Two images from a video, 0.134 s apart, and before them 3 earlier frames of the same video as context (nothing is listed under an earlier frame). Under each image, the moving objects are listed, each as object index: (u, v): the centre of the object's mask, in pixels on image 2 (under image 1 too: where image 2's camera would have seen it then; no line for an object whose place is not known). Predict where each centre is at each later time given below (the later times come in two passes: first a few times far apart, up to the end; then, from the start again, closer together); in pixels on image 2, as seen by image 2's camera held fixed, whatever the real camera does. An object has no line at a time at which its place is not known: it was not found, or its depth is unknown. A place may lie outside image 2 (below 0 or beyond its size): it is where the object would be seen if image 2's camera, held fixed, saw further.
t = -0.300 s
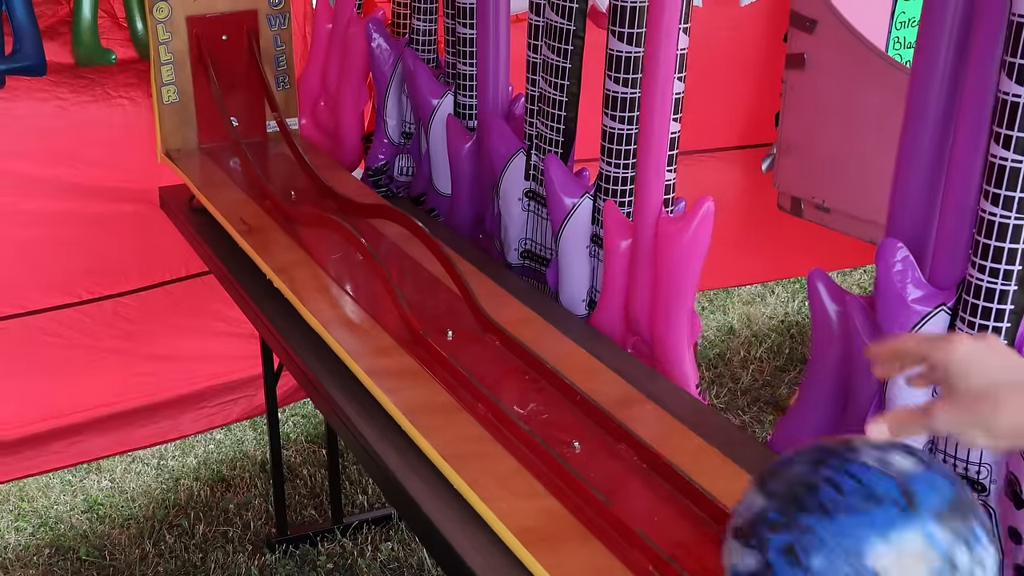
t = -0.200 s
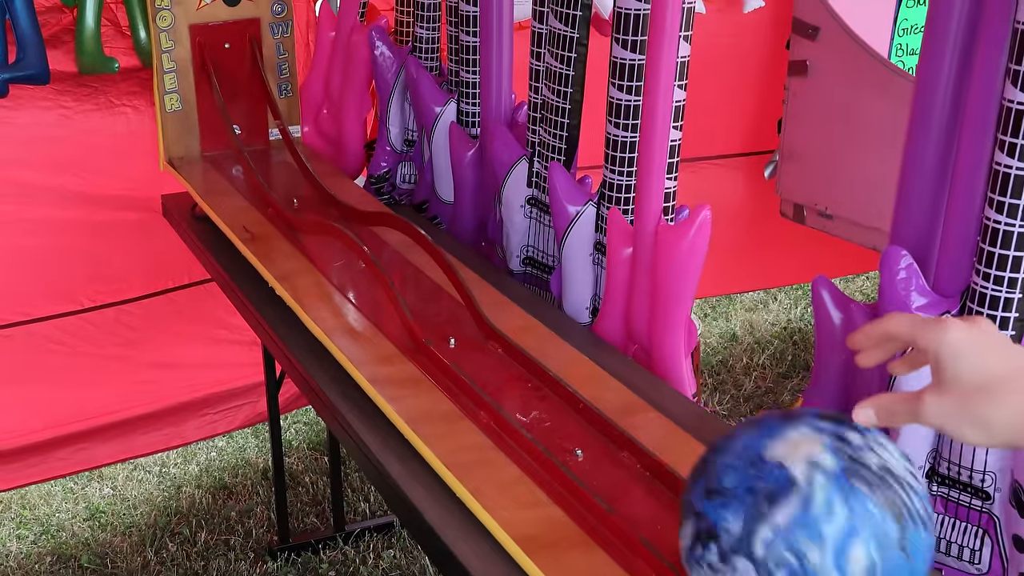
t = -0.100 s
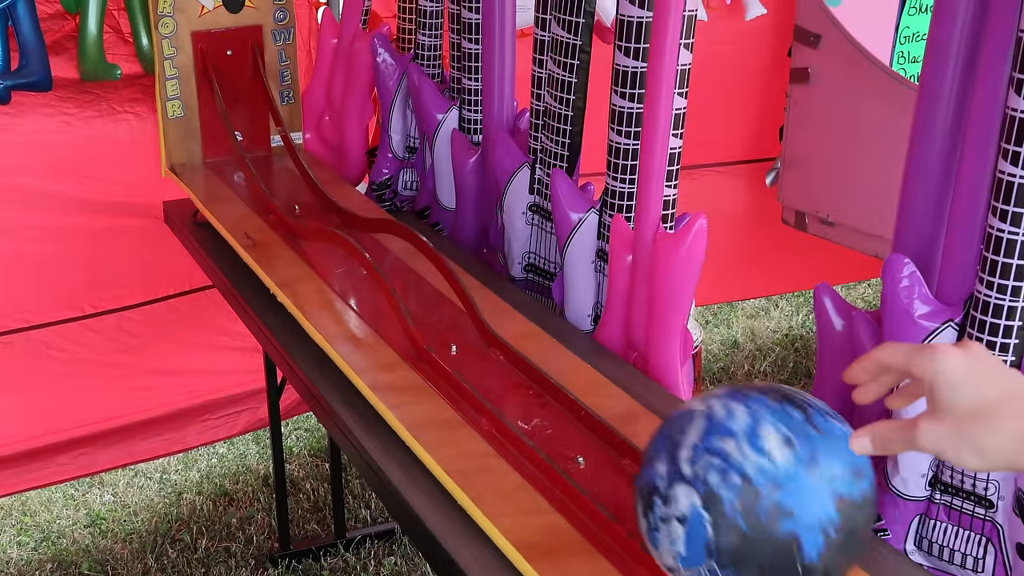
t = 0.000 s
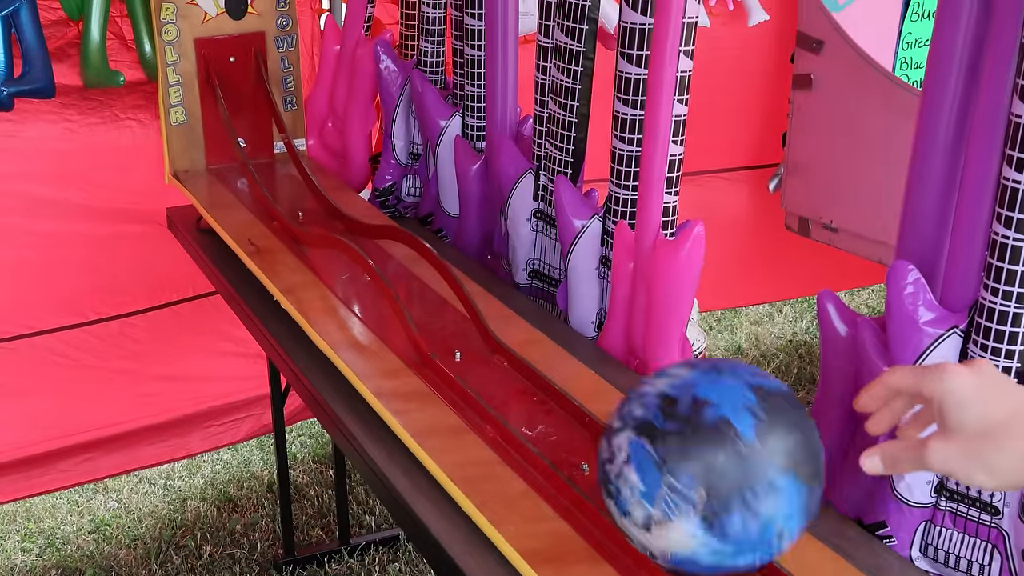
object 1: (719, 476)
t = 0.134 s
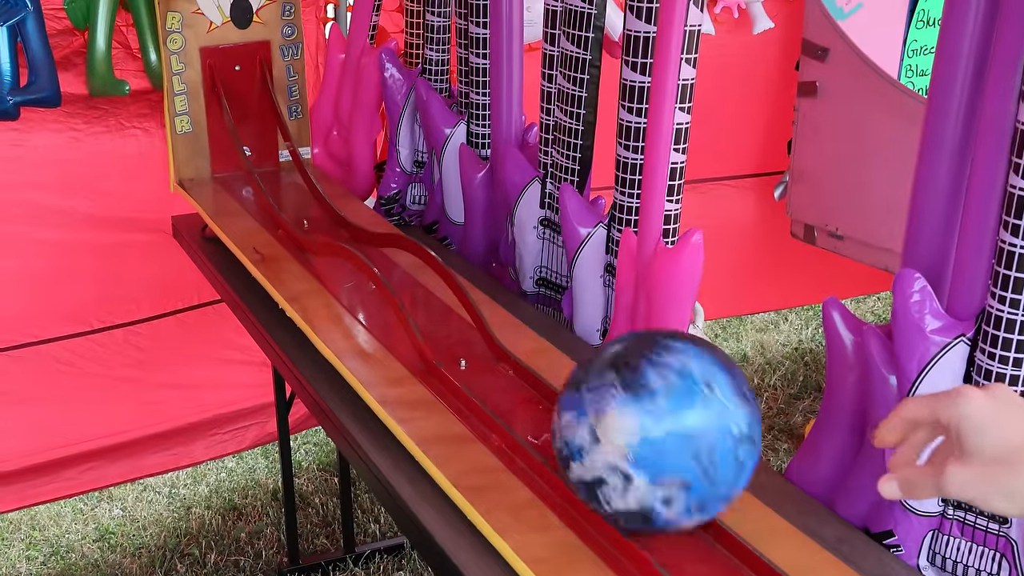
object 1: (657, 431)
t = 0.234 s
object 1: (615, 400)
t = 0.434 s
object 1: (540, 347)
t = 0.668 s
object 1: (472, 292)
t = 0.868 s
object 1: (435, 238)
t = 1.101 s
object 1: (413, 211)
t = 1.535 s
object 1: (403, 200)
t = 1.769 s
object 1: (406, 203)
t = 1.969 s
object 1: (413, 211)
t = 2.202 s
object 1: (433, 236)
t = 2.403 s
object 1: (470, 292)
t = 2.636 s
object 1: (536, 343)
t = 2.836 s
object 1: (605, 394)
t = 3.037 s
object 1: (683, 454)
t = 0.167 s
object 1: (643, 420)
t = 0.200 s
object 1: (628, 410)
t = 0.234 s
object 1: (615, 400)
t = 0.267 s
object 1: (602, 390)
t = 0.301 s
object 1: (586, 380)
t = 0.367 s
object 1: (564, 364)
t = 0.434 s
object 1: (540, 347)
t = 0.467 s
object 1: (531, 338)
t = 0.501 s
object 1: (521, 330)
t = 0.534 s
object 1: (510, 323)
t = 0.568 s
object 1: (499, 315)
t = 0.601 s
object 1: (490, 308)
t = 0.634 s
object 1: (482, 300)
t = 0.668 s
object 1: (472, 292)
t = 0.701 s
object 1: (464, 282)
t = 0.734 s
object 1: (456, 271)
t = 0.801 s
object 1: (443, 251)
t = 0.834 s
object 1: (438, 244)
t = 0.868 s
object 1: (435, 238)
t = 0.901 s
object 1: (431, 231)
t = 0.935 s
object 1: (427, 227)
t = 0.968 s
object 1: (423, 223)
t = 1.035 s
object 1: (418, 216)
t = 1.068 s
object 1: (416, 214)
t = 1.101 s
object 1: (413, 211)
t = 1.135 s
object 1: (411, 209)
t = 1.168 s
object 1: (410, 208)
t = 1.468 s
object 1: (403, 200)
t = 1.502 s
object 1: (403, 200)
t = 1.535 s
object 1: (403, 200)
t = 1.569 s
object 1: (403, 200)
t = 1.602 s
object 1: (403, 201)
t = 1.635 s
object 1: (403, 201)
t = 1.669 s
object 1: (404, 201)
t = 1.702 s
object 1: (404, 202)
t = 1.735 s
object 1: (405, 202)
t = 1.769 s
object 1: (406, 203)
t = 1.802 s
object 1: (407, 204)
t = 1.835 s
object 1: (408, 205)
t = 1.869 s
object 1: (409, 206)
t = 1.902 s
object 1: (410, 208)
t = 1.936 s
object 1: (411, 209)
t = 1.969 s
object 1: (413, 211)
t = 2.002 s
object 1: (415, 213)
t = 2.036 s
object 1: (417, 216)
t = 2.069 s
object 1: (420, 218)
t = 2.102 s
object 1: (423, 222)
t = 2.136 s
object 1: (426, 225)
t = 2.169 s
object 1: (430, 230)
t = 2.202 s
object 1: (433, 236)
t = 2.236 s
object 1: (438, 242)
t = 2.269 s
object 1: (443, 249)
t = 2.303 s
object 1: (449, 257)
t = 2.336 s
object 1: (455, 267)
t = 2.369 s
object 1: (462, 280)
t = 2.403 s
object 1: (470, 292)
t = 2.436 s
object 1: (479, 299)
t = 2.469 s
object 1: (488, 305)
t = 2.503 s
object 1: (497, 312)
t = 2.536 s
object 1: (507, 321)
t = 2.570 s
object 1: (517, 328)
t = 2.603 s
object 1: (527, 335)
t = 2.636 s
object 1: (536, 343)
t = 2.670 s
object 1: (547, 352)
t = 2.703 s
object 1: (558, 359)
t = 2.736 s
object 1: (569, 368)
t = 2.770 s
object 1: (580, 377)
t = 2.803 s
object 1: (592, 385)
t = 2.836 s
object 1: (605, 394)
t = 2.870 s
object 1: (617, 404)
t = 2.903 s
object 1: (630, 414)
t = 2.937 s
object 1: (643, 424)
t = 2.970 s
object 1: (655, 433)
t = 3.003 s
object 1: (669, 444)
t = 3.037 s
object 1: (683, 454)
